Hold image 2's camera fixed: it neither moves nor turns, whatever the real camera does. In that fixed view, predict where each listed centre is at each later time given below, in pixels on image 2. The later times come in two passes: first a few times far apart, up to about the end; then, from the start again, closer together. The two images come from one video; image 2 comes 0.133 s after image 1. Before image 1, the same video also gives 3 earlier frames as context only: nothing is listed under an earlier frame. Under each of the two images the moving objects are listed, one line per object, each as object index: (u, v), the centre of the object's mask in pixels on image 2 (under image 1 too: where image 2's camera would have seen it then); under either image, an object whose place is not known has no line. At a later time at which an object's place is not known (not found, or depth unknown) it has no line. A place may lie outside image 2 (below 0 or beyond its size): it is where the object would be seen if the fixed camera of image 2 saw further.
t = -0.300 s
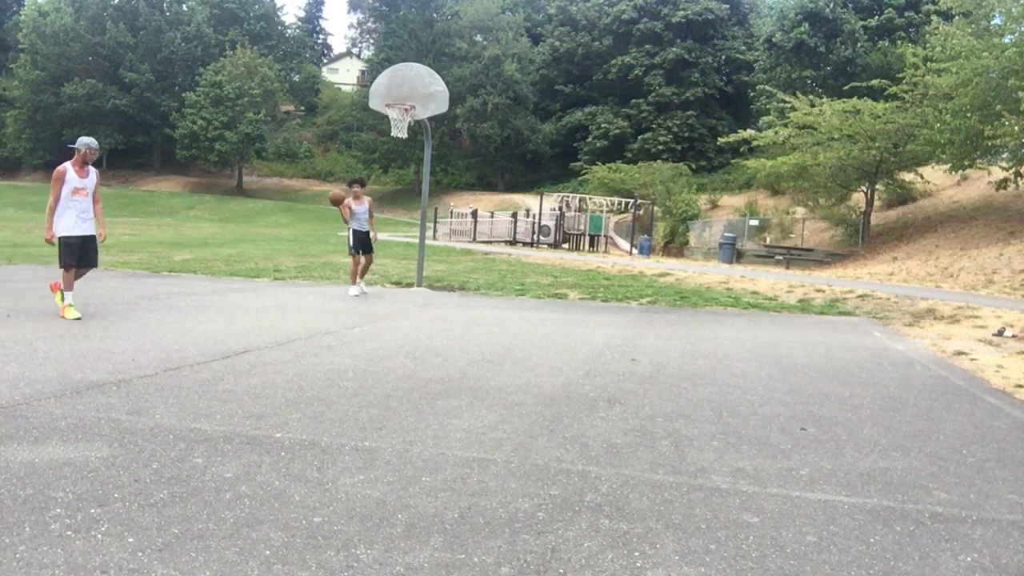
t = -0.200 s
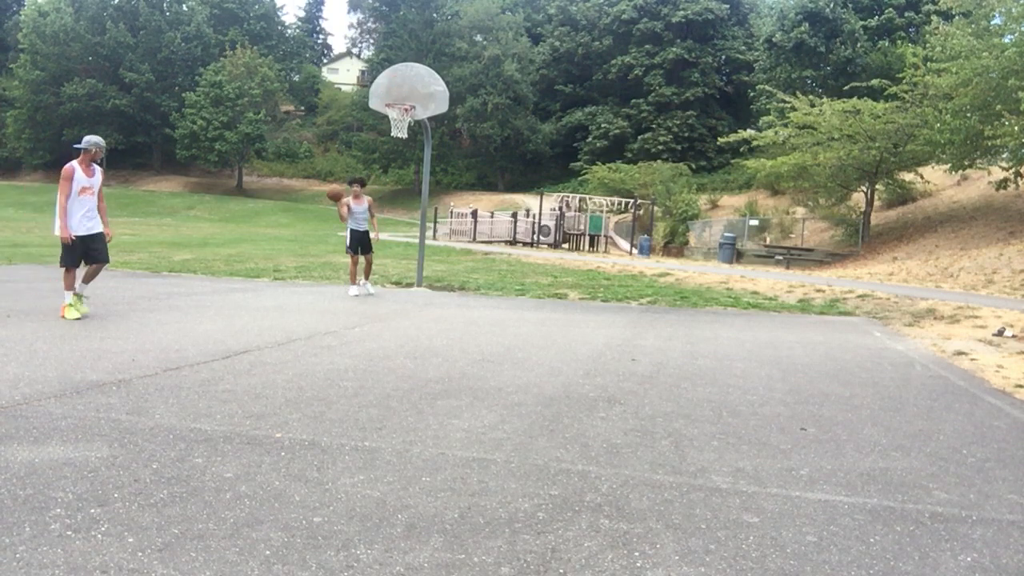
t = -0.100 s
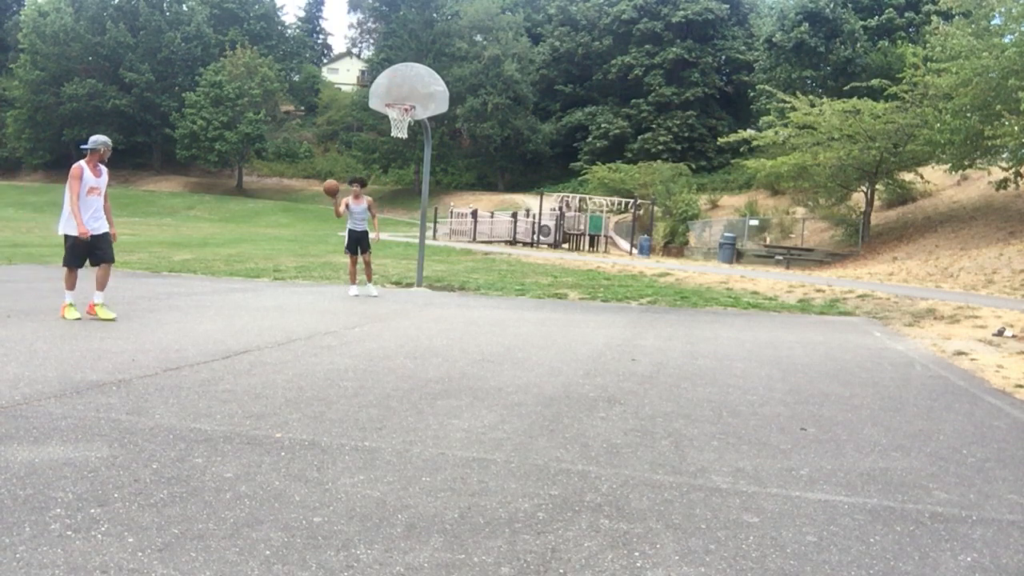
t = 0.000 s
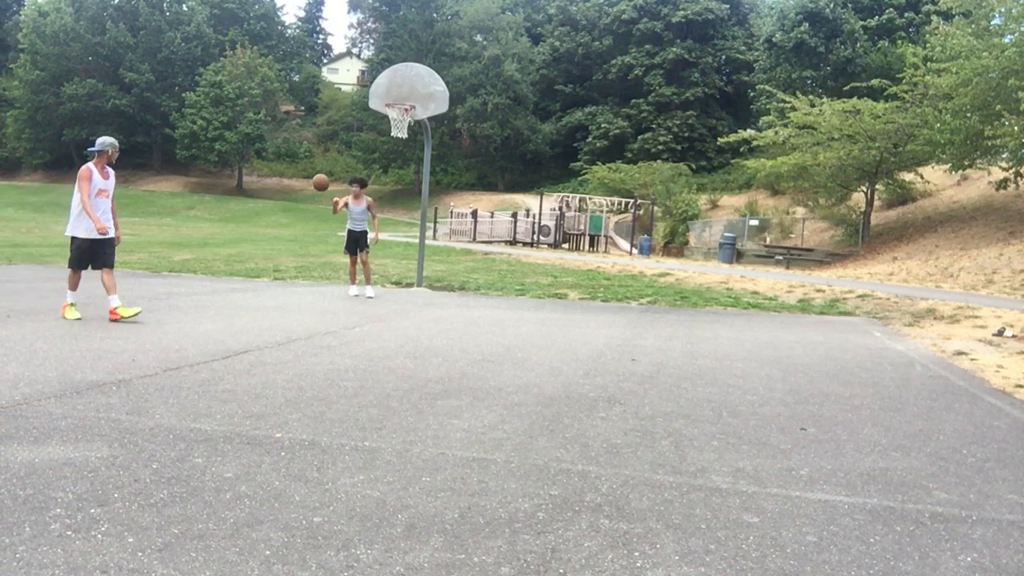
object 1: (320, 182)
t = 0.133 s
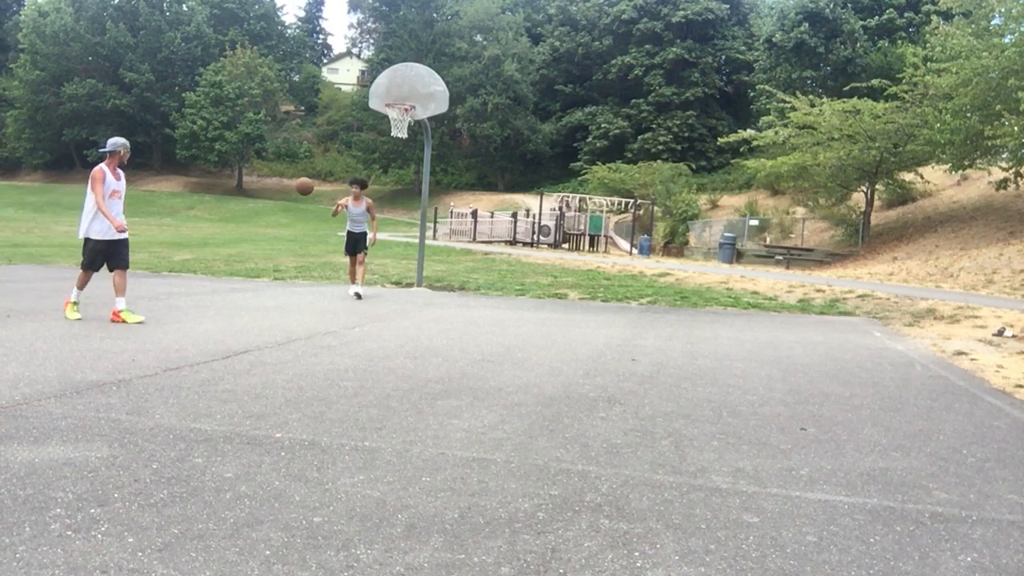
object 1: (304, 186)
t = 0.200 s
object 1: (294, 193)
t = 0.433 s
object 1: (257, 249)
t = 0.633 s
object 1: (226, 280)
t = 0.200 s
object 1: (294, 193)
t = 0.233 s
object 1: (290, 198)
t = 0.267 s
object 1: (285, 203)
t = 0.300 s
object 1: (280, 210)
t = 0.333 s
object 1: (275, 218)
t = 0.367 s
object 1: (269, 227)
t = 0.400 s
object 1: (263, 237)
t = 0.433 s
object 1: (257, 249)
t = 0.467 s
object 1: (251, 261)
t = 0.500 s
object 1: (244, 275)
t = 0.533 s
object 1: (238, 290)
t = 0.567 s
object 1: (231, 305)
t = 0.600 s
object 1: (229, 292)
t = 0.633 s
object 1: (226, 280)
